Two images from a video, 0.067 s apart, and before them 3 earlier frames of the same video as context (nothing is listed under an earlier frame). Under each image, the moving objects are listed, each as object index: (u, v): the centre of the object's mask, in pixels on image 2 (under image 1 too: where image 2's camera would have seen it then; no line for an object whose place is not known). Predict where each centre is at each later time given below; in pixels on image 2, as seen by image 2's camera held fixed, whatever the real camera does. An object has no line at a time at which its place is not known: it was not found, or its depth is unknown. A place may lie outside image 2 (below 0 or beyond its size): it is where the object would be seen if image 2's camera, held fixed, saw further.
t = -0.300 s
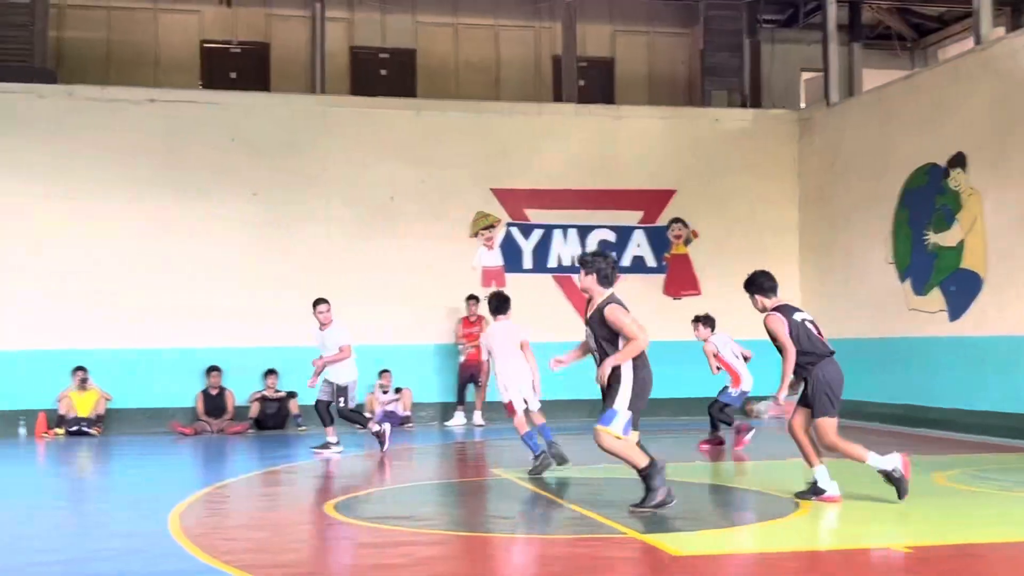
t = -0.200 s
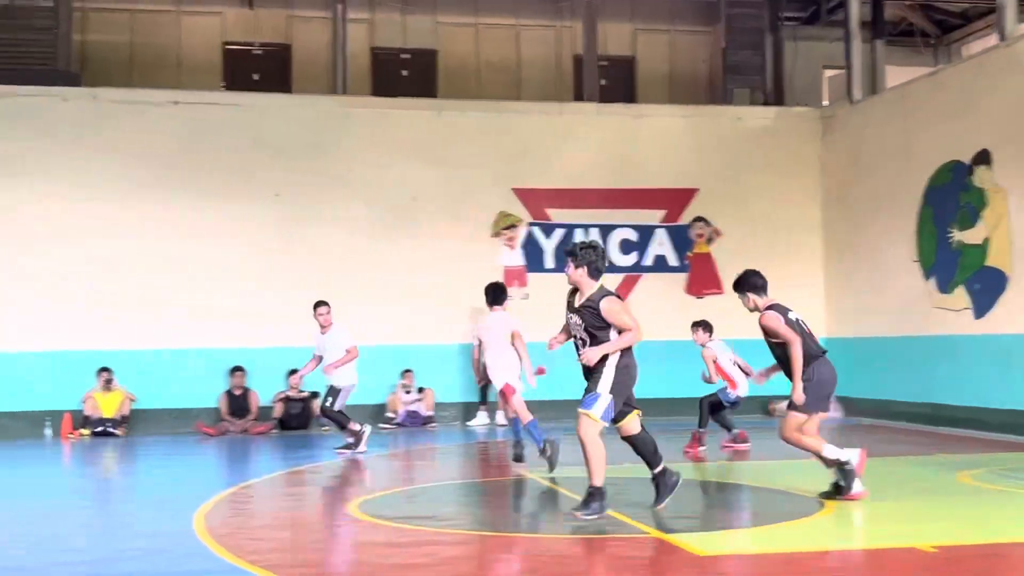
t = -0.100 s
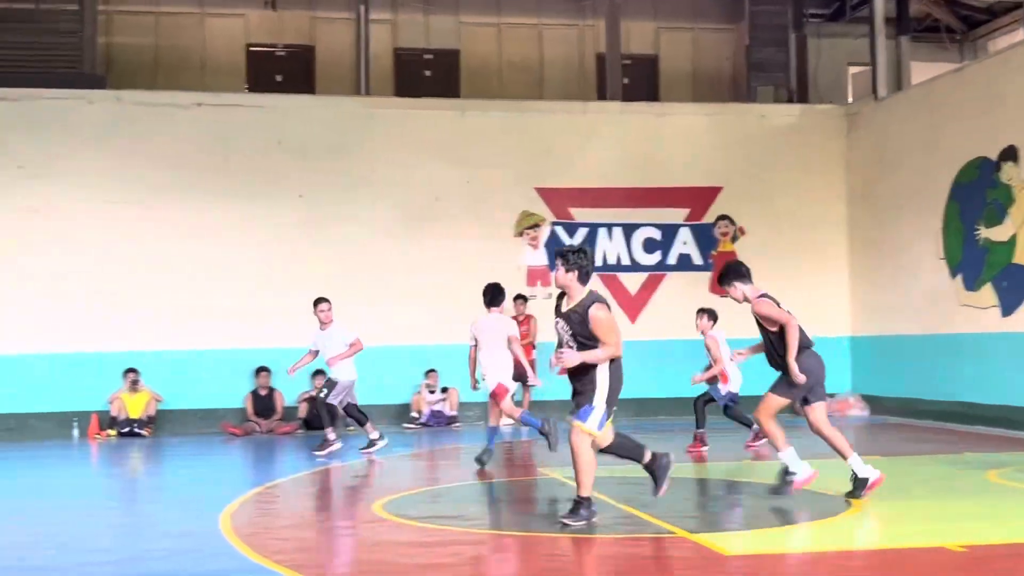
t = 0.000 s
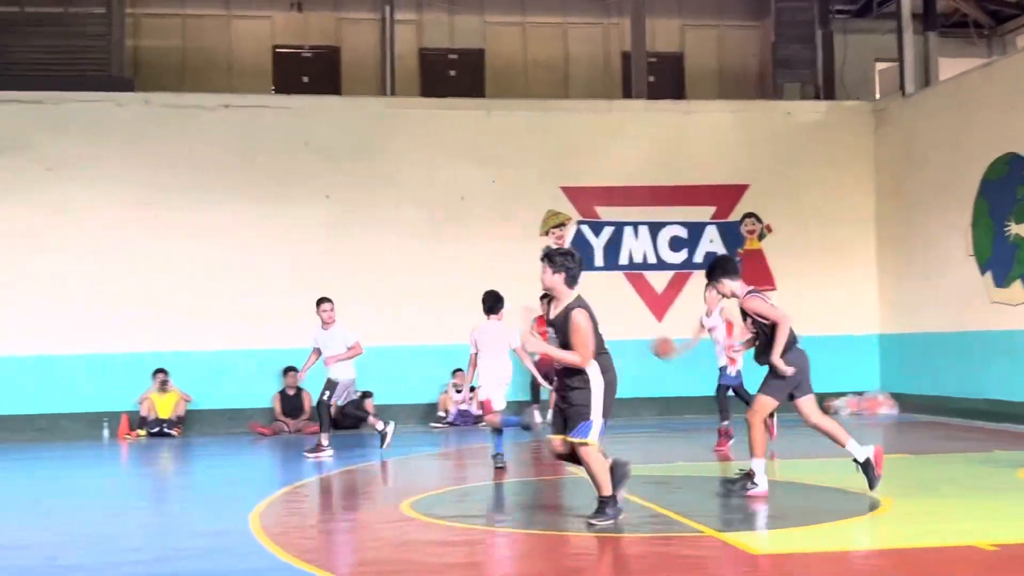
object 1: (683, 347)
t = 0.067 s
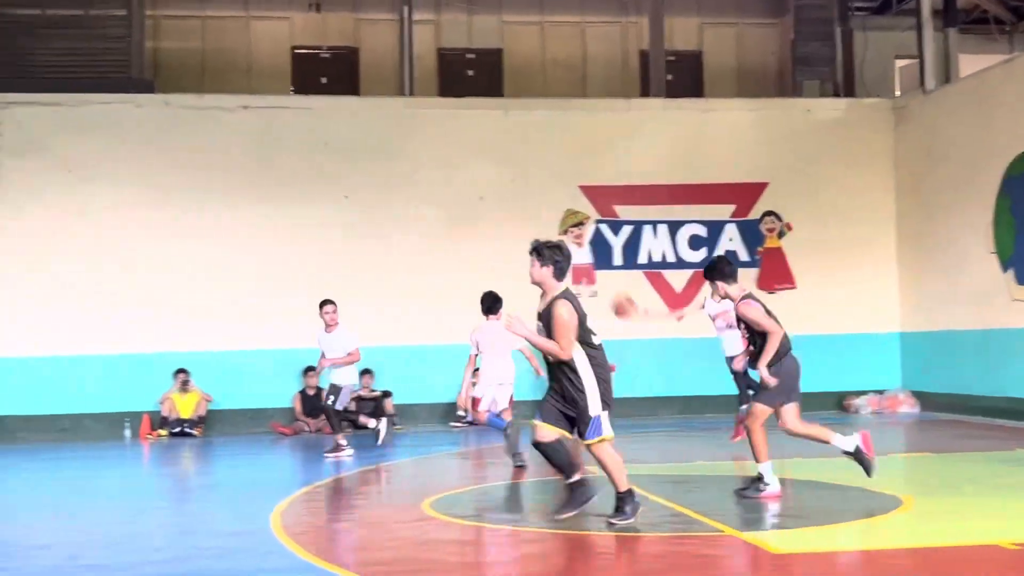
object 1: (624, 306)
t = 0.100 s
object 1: (594, 284)
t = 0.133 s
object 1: (564, 262)
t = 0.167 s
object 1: (536, 241)
